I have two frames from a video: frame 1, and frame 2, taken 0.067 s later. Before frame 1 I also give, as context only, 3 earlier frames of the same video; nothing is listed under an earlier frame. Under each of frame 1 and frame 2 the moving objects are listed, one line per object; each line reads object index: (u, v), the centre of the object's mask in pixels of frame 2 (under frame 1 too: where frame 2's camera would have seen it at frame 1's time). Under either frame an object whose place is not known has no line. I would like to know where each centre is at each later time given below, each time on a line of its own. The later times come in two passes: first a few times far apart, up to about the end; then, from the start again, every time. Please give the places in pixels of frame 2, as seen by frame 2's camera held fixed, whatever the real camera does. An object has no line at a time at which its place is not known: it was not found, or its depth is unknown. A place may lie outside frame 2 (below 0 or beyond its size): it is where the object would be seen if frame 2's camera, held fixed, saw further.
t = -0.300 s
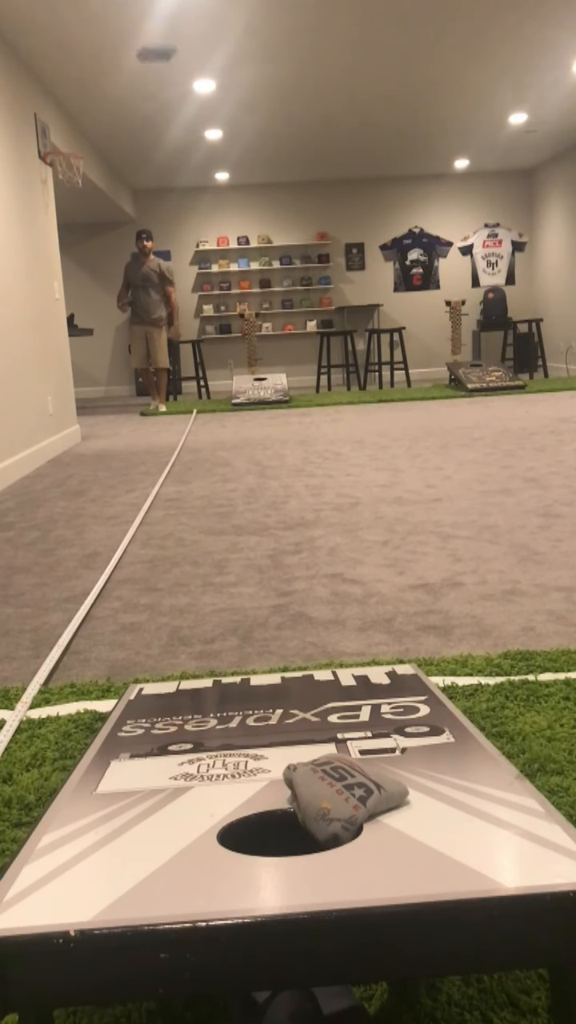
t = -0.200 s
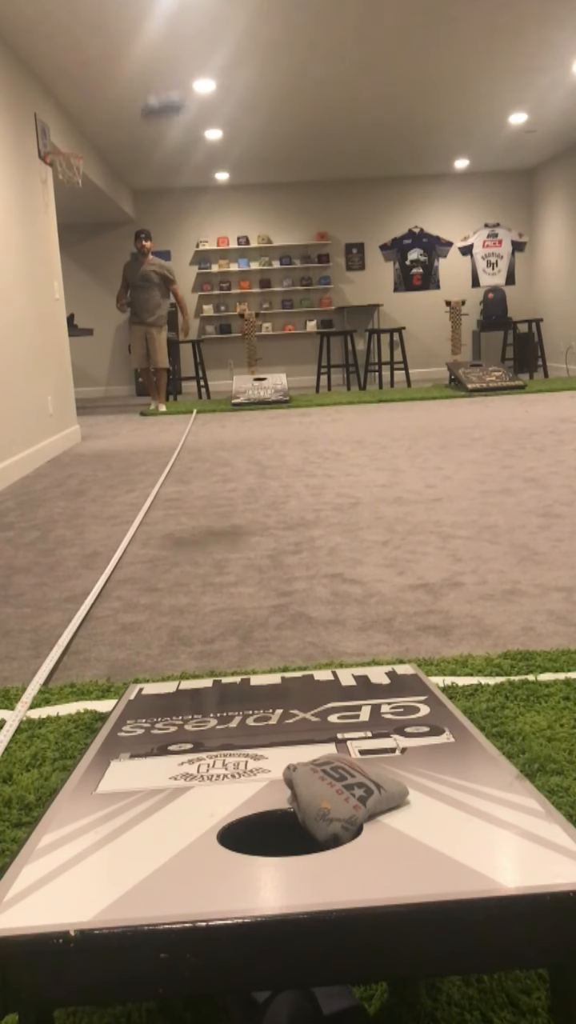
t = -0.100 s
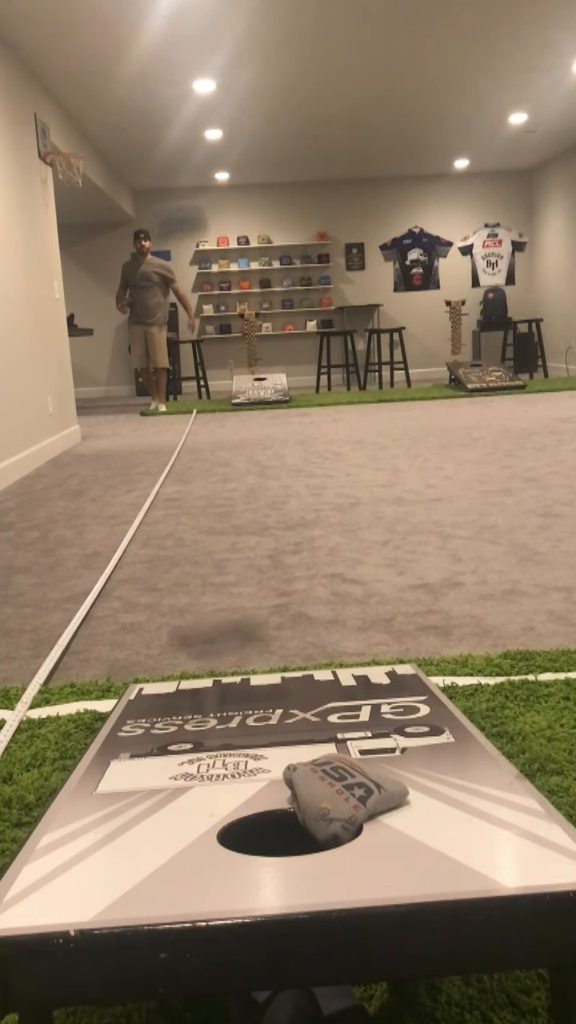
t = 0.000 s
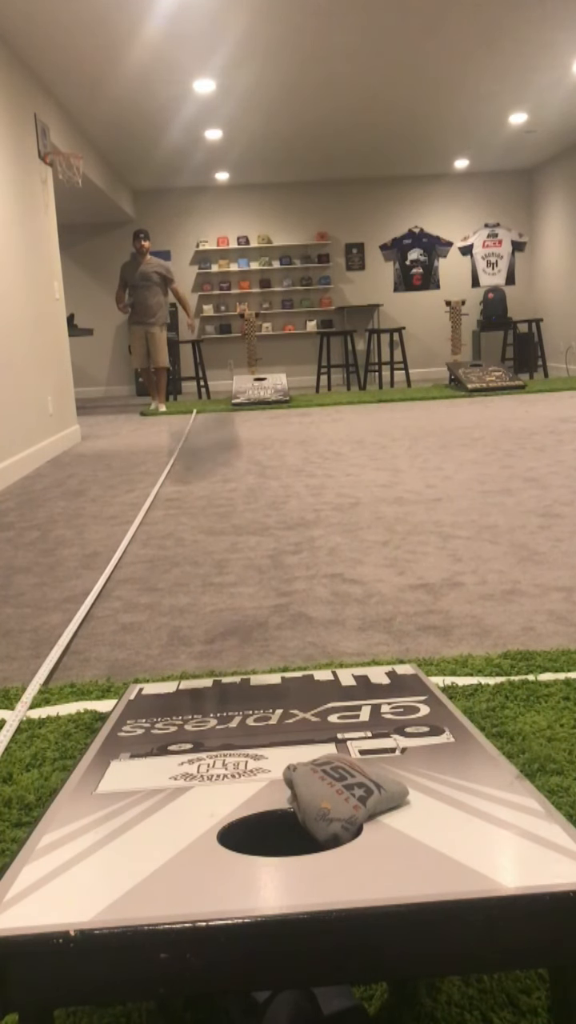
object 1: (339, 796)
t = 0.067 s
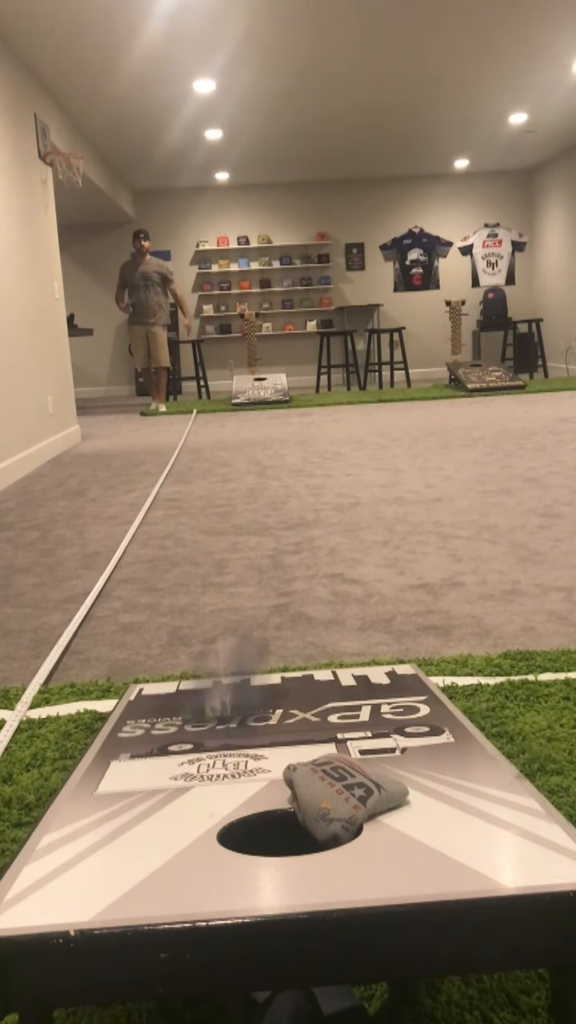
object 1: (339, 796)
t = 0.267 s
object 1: (339, 794)
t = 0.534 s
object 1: (326, 803)
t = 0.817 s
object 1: (326, 803)
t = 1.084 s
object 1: (326, 803)
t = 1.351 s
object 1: (326, 803)
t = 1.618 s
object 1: (326, 803)
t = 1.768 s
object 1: (326, 803)
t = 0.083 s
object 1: (339, 796)
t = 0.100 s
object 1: (339, 797)
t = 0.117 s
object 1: (339, 796)
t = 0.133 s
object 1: (338, 796)
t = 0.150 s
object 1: (338, 796)
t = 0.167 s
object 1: (338, 798)
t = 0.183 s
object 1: (337, 798)
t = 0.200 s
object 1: (336, 797)
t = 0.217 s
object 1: (336, 797)
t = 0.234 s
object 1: (336, 797)
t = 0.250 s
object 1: (336, 795)
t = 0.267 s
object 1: (339, 794)
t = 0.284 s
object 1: (342, 794)
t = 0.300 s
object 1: (346, 795)
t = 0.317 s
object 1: (350, 795)
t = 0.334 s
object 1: (351, 794)
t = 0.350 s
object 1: (351, 793)
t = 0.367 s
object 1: (350, 793)
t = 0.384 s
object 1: (345, 795)
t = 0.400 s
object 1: (340, 797)
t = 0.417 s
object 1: (337, 799)
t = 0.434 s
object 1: (335, 800)
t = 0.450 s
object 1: (333, 800)
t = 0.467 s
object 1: (331, 800)
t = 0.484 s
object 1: (330, 800)
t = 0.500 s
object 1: (329, 801)
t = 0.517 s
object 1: (328, 801)
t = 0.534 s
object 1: (326, 803)
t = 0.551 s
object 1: (327, 803)
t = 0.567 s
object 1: (328, 803)
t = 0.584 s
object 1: (327, 802)
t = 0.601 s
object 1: (327, 802)
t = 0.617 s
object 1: (326, 803)
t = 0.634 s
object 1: (326, 803)
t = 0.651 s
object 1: (326, 803)
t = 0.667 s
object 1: (326, 803)
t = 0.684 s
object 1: (326, 803)
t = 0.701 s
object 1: (326, 803)
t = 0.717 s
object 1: (326, 803)
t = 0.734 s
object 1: (326, 803)
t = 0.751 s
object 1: (326, 803)
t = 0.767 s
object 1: (326, 803)
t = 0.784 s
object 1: (326, 803)
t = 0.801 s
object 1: (326, 803)
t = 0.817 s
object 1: (326, 803)
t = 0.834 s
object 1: (326, 803)
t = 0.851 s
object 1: (326, 803)
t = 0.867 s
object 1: (326, 803)
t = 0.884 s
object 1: (326, 803)
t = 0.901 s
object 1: (326, 803)
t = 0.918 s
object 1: (326, 803)
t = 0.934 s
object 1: (326, 803)
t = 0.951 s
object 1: (326, 803)
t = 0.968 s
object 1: (326, 803)
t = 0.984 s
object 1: (326, 803)
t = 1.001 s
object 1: (326, 803)
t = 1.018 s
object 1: (326, 803)
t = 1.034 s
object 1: (326, 803)
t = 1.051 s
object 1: (326, 803)
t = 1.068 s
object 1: (326, 803)
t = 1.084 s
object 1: (326, 803)
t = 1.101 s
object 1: (326, 803)
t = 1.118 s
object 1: (326, 803)
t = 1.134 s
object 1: (326, 803)
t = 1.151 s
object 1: (326, 803)
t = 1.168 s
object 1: (326, 803)
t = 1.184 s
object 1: (326, 803)
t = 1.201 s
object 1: (326, 803)
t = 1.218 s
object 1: (326, 803)
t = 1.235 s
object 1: (326, 803)
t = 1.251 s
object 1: (326, 803)
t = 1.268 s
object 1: (326, 803)
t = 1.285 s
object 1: (326, 803)
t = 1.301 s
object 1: (326, 803)
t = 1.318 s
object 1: (326, 803)
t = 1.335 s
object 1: (326, 803)
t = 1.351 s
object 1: (326, 803)
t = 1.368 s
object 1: (326, 803)
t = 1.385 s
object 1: (326, 803)
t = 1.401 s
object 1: (326, 803)
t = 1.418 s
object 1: (326, 803)
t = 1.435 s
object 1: (326, 803)
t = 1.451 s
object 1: (326, 803)
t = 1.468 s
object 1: (326, 803)
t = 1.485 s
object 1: (326, 803)
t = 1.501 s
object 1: (326, 803)
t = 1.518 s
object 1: (326, 803)
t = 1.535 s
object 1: (326, 803)
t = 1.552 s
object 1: (326, 803)
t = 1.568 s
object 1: (326, 803)
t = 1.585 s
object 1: (326, 803)
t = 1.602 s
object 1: (326, 803)
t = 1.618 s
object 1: (326, 803)
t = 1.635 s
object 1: (326, 803)
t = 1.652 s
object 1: (326, 803)
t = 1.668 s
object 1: (326, 803)
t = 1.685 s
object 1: (326, 803)
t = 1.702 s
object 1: (326, 803)
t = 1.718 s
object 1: (326, 803)
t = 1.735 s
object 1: (326, 803)
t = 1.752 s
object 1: (326, 803)
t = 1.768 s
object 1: (326, 803)
